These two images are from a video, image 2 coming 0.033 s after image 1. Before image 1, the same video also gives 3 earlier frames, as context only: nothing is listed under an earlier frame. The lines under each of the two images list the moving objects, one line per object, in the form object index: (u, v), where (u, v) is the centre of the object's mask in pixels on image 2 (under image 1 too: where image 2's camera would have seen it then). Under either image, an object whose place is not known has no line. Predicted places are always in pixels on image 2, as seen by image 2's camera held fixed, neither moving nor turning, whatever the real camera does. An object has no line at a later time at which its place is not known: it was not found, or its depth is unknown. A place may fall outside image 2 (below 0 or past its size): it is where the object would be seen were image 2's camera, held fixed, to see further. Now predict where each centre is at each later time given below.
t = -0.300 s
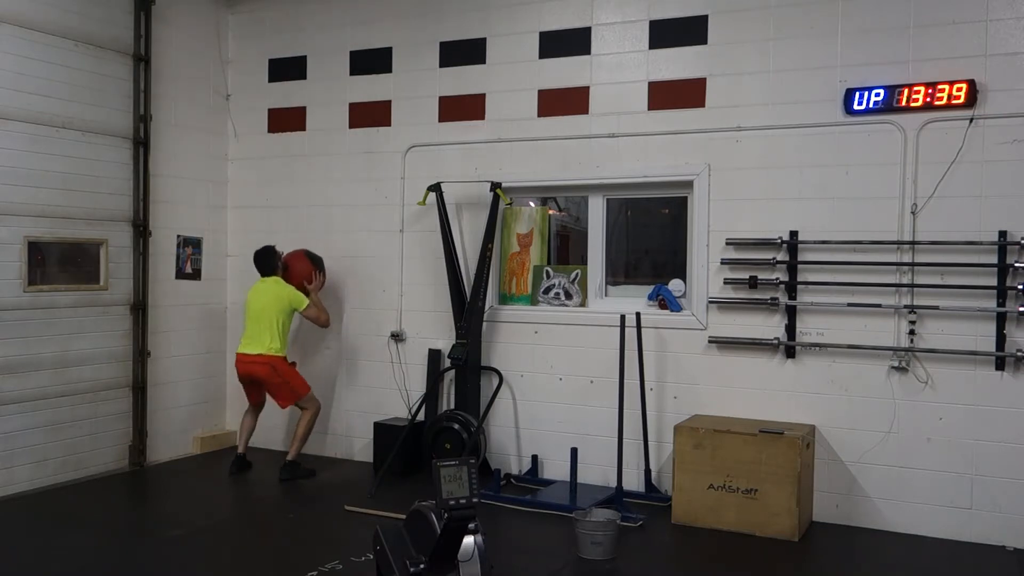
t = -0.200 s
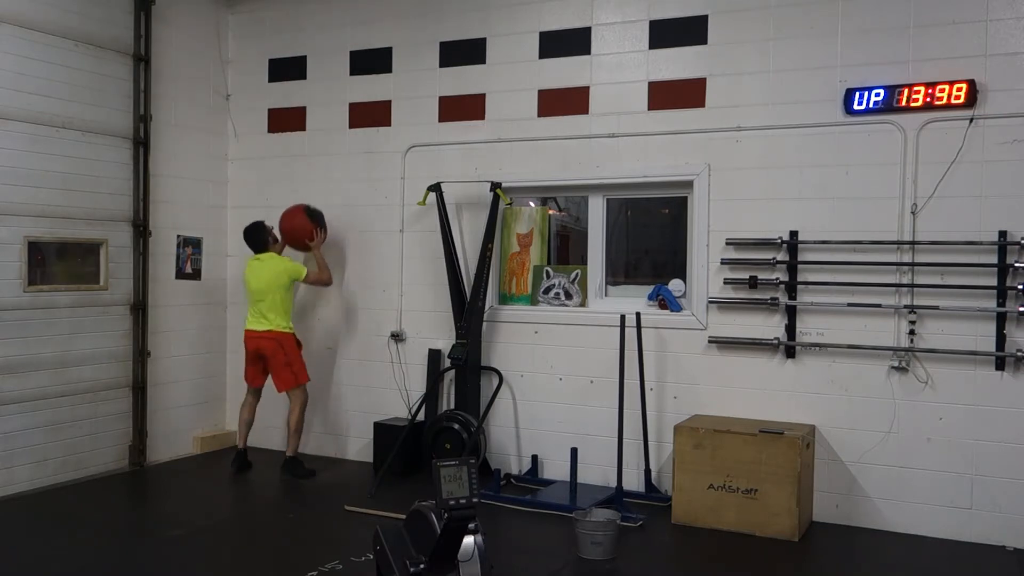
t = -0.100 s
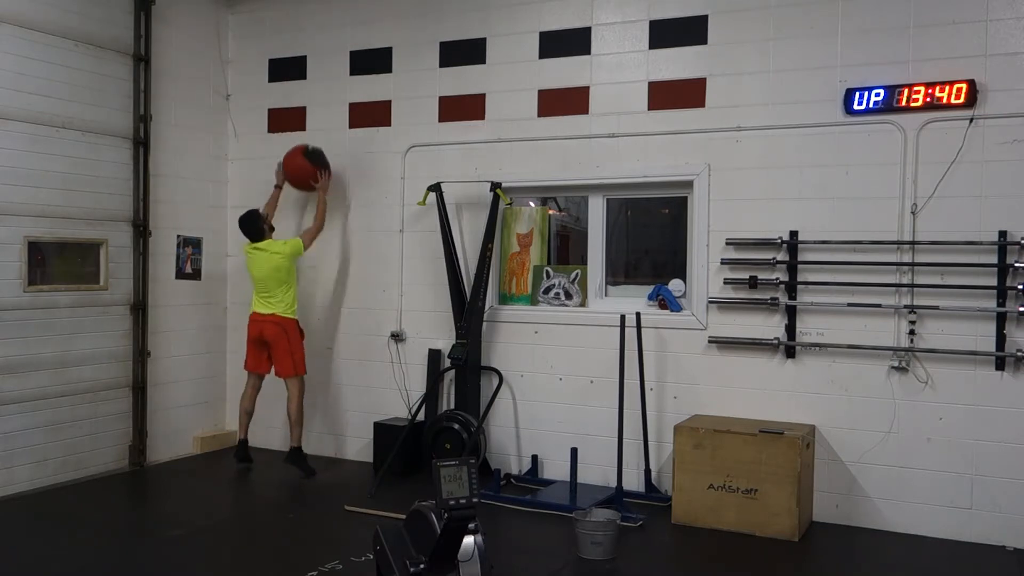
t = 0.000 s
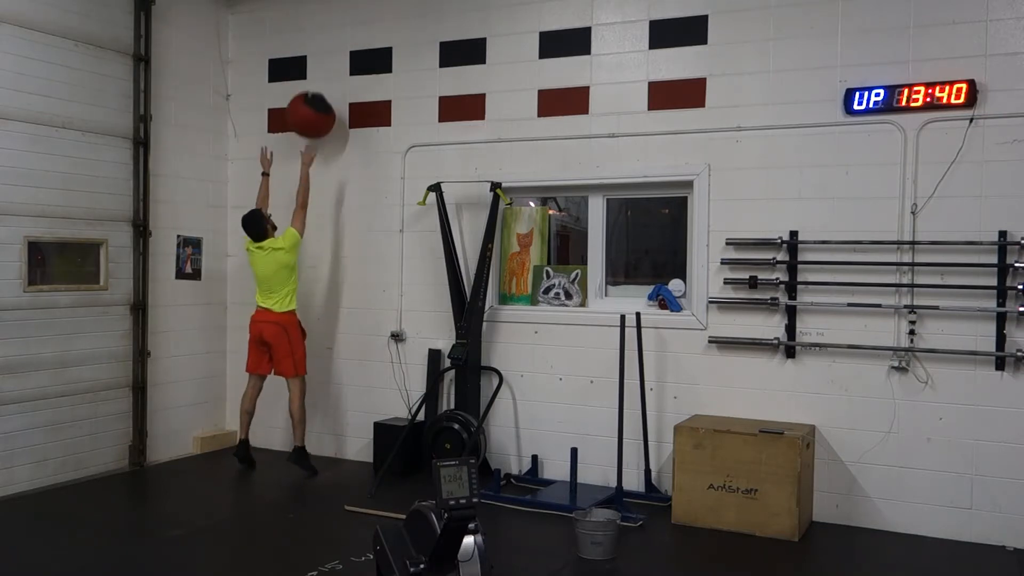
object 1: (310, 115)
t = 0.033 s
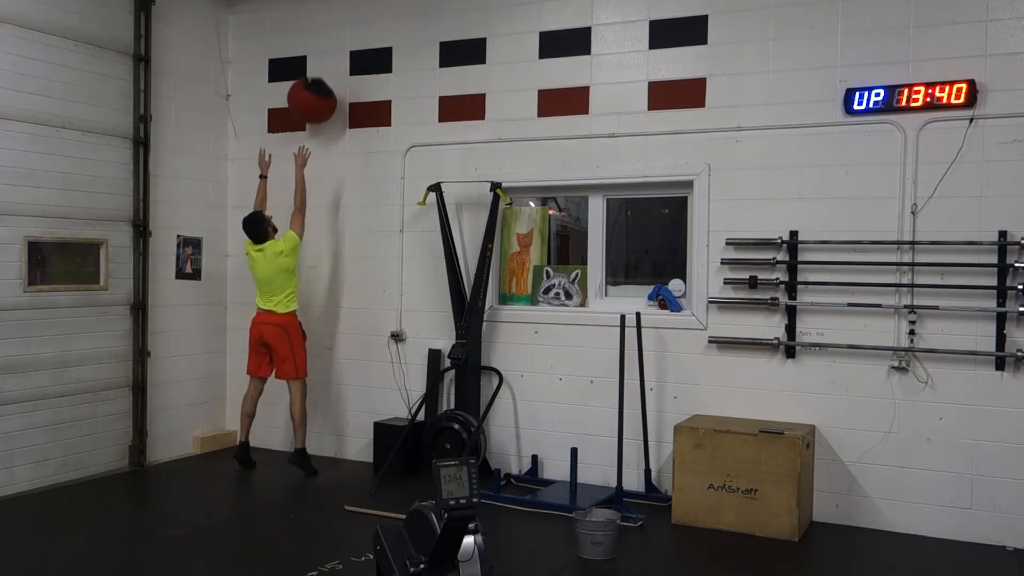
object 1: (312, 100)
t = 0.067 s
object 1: (313, 87)
